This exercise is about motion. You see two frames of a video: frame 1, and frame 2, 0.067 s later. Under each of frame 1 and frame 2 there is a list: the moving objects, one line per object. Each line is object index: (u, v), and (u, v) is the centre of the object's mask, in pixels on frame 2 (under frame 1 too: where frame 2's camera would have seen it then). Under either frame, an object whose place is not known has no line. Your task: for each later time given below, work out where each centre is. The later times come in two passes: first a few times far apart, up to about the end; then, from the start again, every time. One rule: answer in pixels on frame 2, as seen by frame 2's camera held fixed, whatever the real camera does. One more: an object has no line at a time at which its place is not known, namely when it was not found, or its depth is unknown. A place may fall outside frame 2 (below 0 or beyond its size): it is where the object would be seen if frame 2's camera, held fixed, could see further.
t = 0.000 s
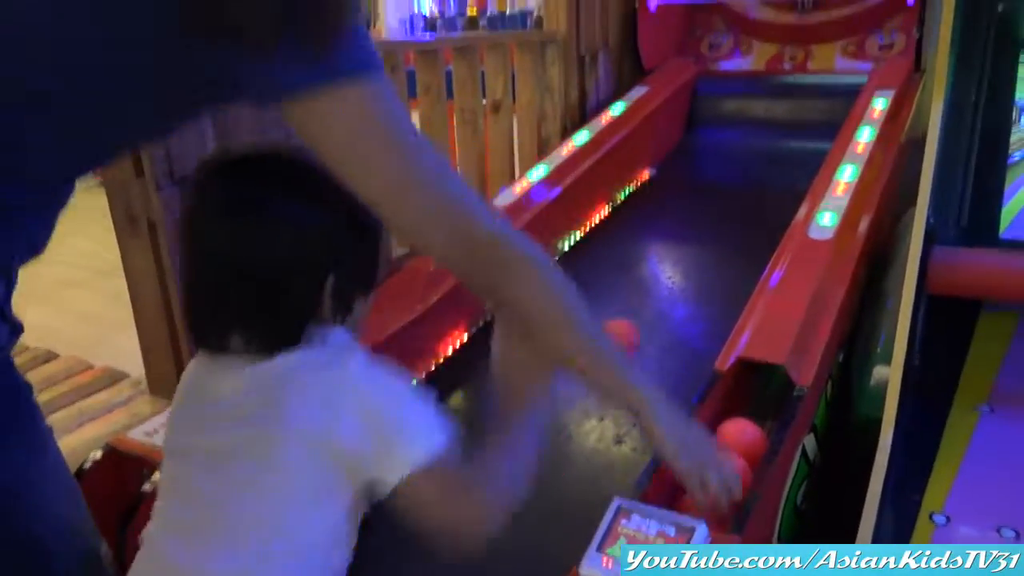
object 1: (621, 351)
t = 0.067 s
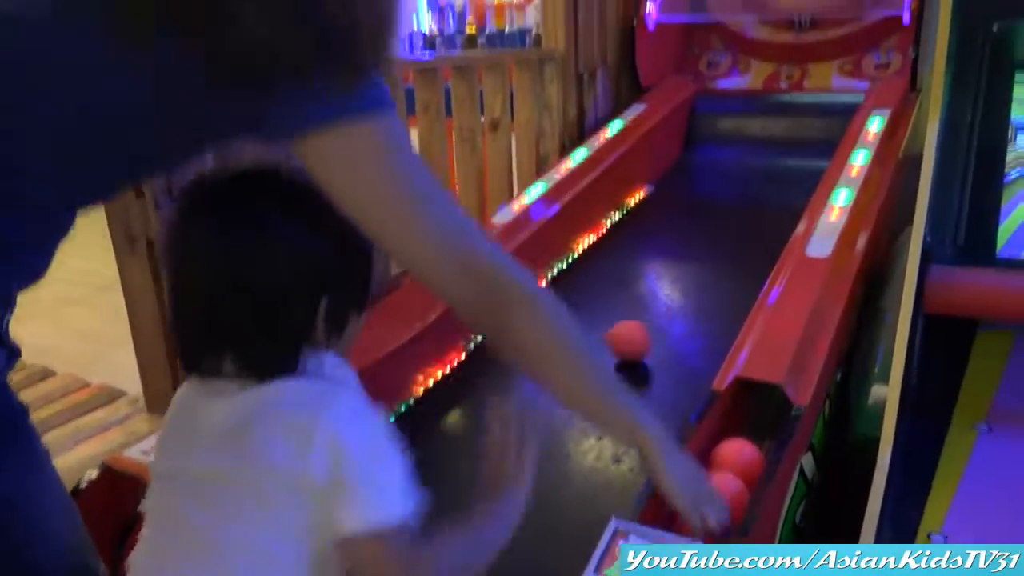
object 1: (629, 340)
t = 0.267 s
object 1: (666, 298)
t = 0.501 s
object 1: (695, 264)
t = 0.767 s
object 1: (721, 238)
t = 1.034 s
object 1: (740, 223)
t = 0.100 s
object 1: (637, 332)
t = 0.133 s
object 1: (642, 324)
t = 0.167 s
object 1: (649, 317)
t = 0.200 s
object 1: (653, 311)
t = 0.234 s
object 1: (660, 304)
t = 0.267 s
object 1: (666, 298)
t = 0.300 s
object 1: (670, 291)
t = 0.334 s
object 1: (676, 286)
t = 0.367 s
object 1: (680, 281)
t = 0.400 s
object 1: (684, 277)
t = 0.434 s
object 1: (687, 273)
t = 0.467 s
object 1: (691, 267)
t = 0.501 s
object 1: (695, 264)
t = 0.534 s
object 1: (698, 260)
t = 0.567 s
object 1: (702, 256)
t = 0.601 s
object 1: (706, 253)
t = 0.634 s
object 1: (709, 249)
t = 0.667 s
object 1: (712, 246)
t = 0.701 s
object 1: (714, 243)
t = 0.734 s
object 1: (718, 240)
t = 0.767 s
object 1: (721, 238)
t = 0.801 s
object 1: (723, 235)
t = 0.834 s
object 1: (726, 233)
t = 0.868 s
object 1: (728, 231)
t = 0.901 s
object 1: (730, 229)
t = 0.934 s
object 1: (733, 227)
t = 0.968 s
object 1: (736, 225)
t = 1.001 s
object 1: (738, 224)
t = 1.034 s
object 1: (740, 223)
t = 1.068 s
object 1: (742, 221)
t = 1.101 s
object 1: (744, 220)
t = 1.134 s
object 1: (745, 219)
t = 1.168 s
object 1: (747, 218)
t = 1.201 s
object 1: (749, 217)
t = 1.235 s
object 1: (751, 216)
